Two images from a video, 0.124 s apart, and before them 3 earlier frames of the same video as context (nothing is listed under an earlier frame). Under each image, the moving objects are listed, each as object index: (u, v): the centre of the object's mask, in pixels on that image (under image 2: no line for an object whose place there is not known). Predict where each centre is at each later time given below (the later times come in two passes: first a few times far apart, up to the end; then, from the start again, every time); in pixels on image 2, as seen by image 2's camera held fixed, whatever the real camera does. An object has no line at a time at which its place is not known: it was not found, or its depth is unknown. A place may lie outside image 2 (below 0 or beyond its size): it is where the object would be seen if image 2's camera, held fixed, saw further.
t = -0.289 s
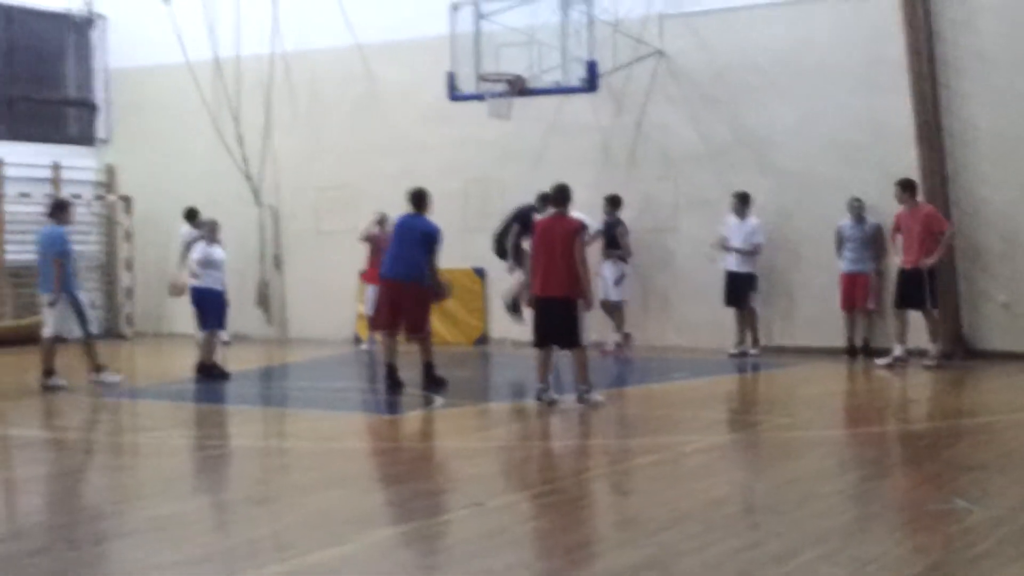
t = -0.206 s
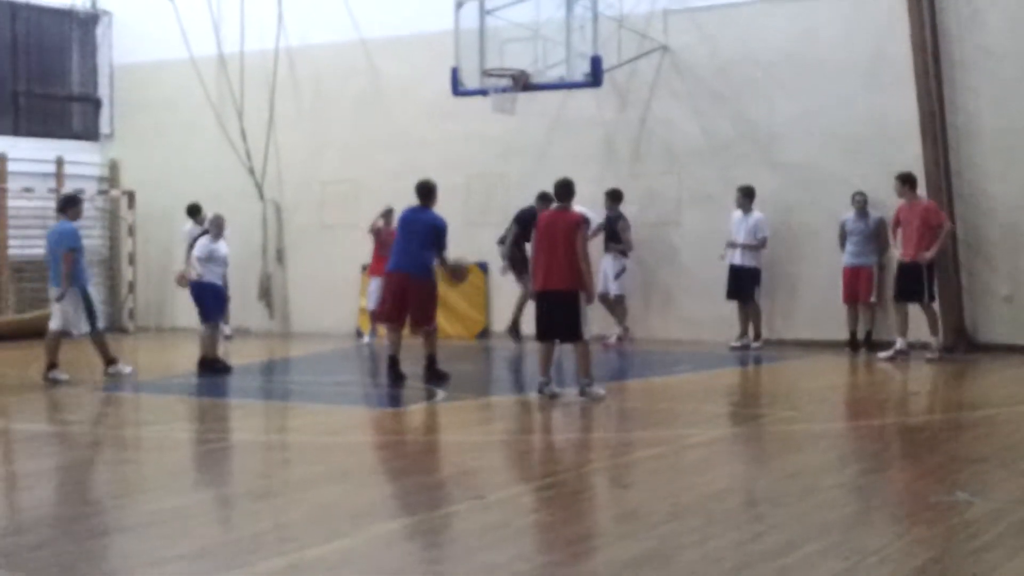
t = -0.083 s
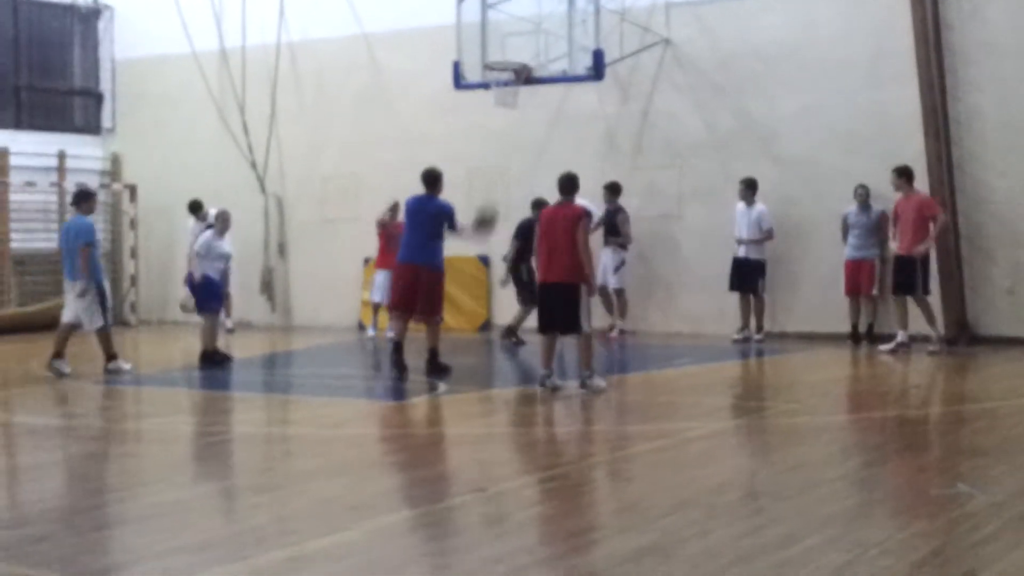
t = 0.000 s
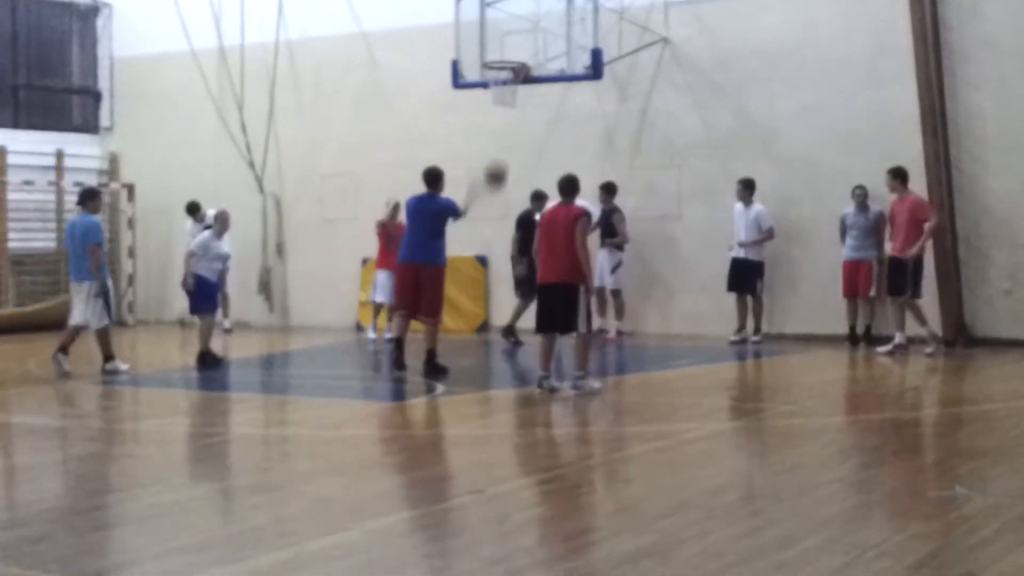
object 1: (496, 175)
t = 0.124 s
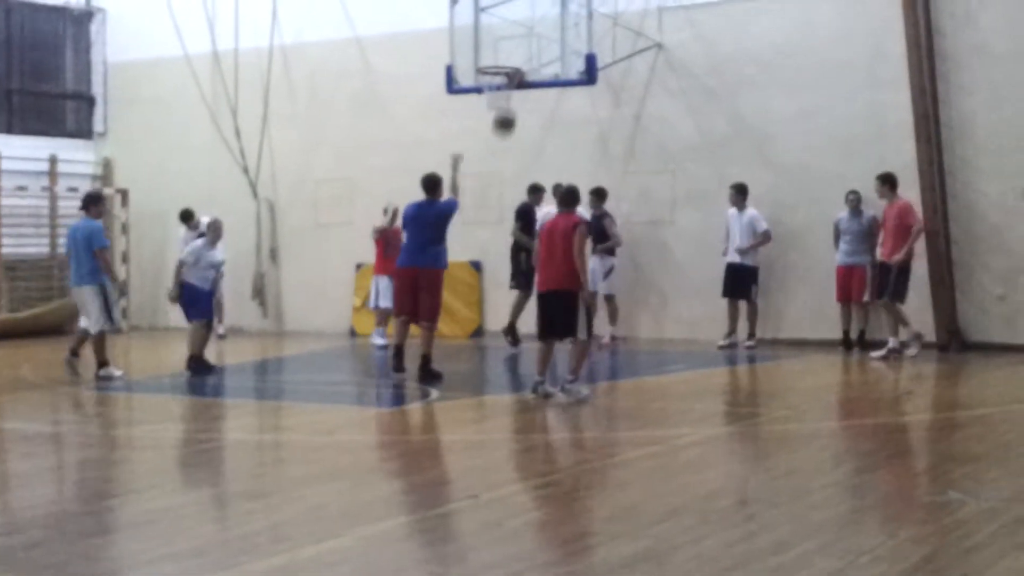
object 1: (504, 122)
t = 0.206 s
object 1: (519, 79)
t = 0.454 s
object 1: (547, 36)
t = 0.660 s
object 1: (560, 37)
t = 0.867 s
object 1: (535, 52)
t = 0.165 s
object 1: (509, 106)
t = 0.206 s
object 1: (519, 79)
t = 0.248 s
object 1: (523, 69)
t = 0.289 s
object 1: (529, 58)
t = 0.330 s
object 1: (534, 51)
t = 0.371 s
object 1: (539, 44)
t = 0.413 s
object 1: (543, 39)
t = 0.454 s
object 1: (547, 36)
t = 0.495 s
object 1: (552, 34)
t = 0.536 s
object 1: (556, 35)
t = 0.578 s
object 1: (561, 36)
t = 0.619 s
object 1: (565, 38)
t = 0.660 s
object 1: (560, 37)
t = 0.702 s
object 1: (556, 37)
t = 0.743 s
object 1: (551, 38)
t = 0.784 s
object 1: (545, 41)
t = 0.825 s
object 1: (541, 45)
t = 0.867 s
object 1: (535, 52)
